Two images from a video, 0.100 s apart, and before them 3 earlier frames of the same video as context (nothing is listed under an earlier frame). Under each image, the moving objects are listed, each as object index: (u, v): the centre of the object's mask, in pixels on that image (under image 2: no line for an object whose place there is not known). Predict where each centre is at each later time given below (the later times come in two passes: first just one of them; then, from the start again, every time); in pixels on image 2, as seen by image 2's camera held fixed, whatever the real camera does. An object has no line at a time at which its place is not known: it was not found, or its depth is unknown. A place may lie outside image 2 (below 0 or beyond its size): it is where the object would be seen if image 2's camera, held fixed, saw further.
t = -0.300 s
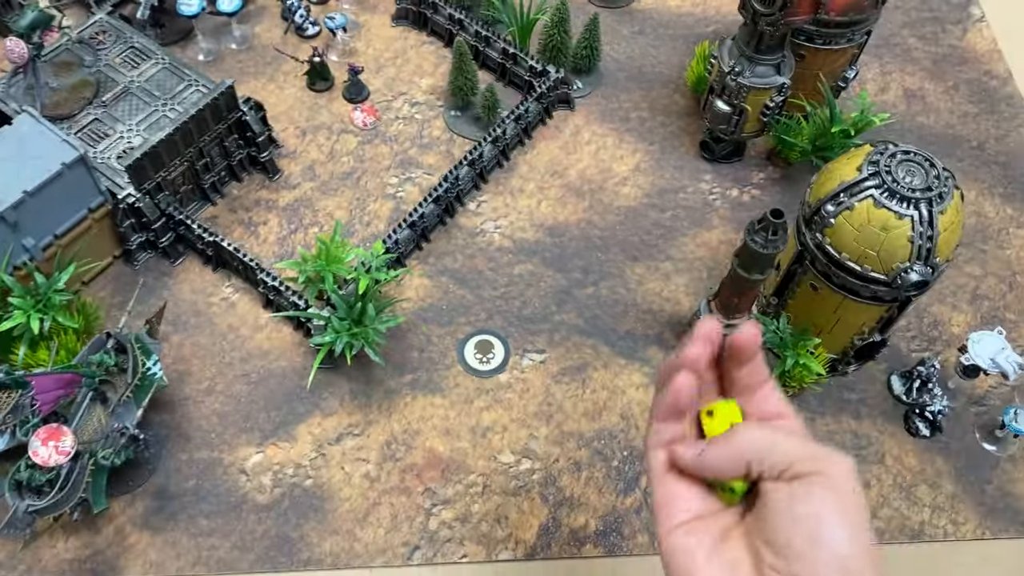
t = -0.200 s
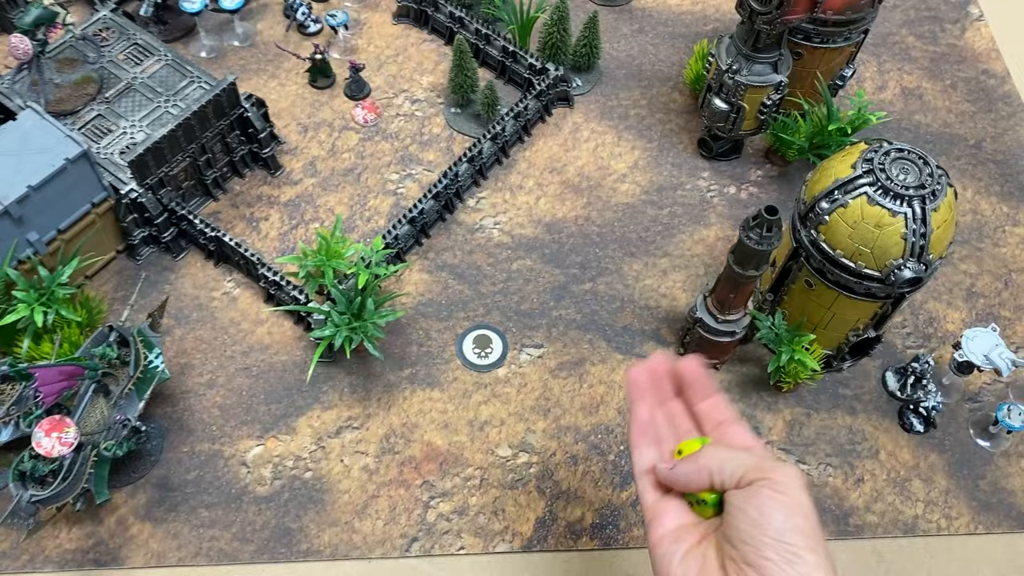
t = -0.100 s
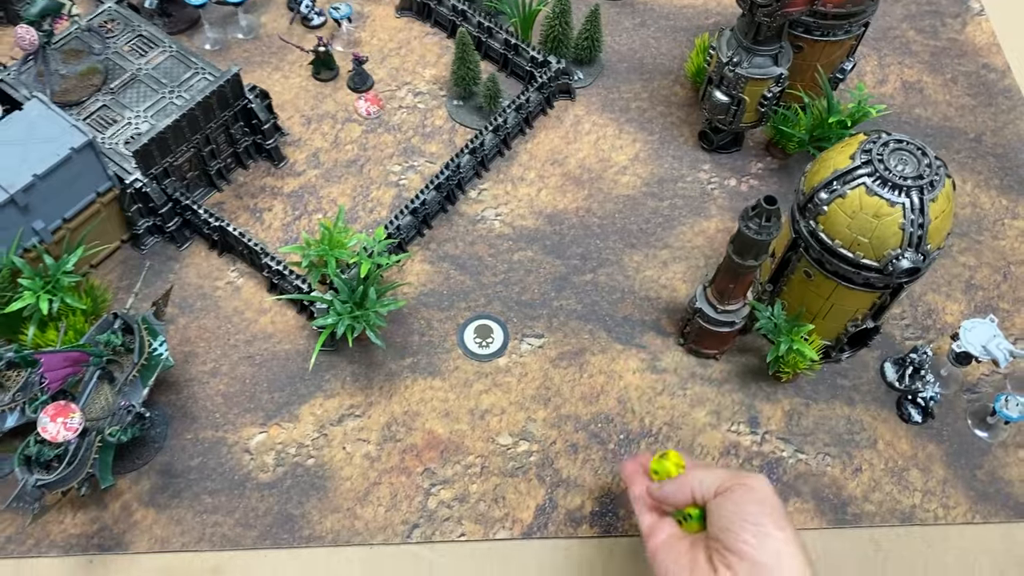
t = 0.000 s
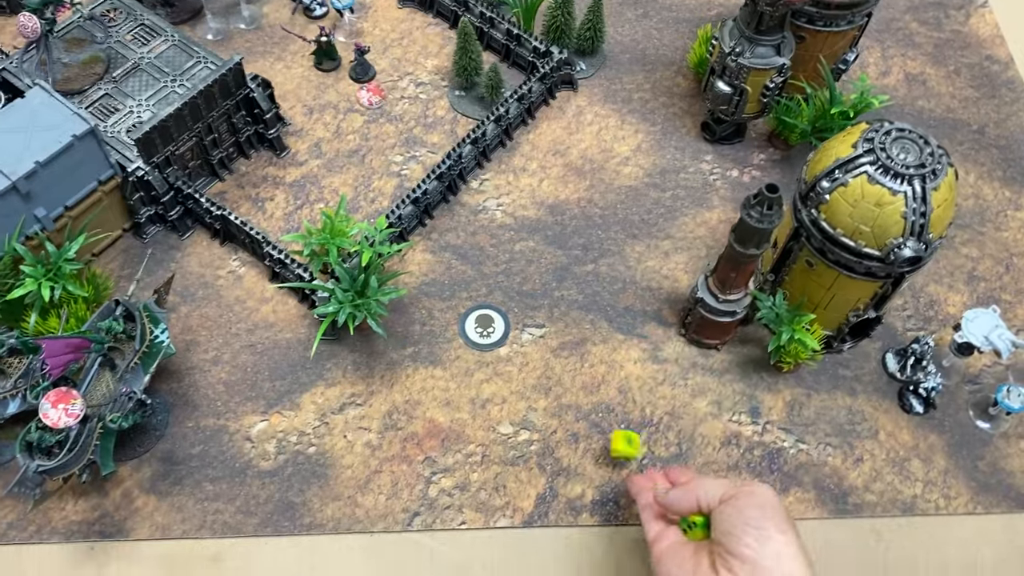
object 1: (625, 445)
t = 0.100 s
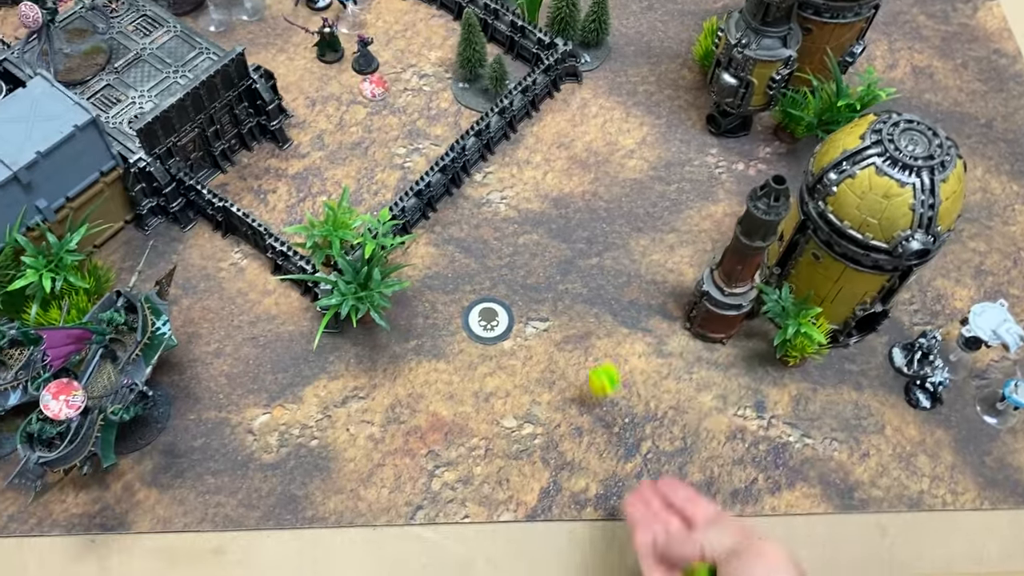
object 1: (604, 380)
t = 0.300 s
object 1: (561, 306)
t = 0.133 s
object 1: (594, 366)
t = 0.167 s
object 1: (582, 358)
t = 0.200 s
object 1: (576, 343)
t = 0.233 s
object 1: (574, 324)
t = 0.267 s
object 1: (568, 311)
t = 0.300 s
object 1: (561, 306)
